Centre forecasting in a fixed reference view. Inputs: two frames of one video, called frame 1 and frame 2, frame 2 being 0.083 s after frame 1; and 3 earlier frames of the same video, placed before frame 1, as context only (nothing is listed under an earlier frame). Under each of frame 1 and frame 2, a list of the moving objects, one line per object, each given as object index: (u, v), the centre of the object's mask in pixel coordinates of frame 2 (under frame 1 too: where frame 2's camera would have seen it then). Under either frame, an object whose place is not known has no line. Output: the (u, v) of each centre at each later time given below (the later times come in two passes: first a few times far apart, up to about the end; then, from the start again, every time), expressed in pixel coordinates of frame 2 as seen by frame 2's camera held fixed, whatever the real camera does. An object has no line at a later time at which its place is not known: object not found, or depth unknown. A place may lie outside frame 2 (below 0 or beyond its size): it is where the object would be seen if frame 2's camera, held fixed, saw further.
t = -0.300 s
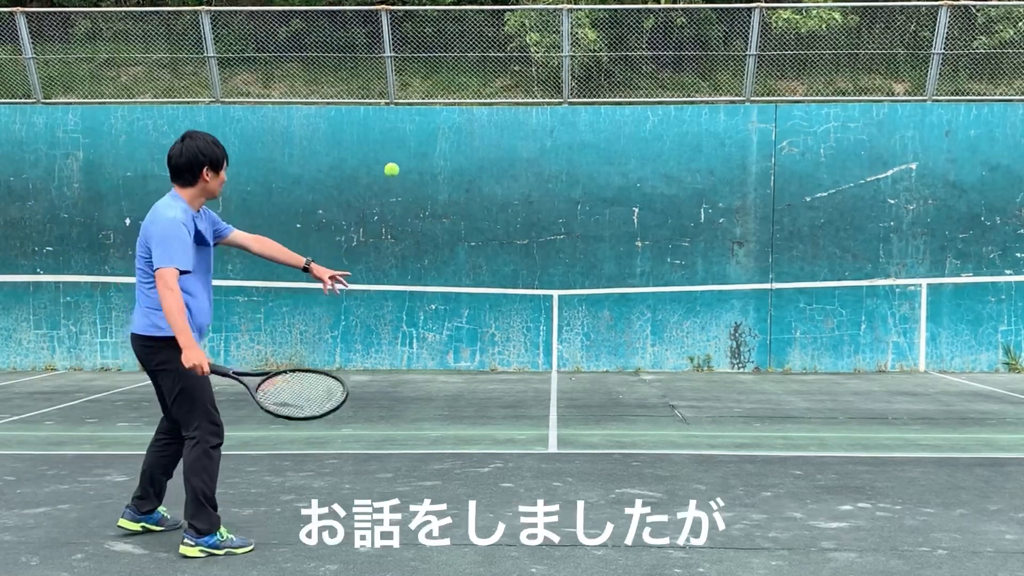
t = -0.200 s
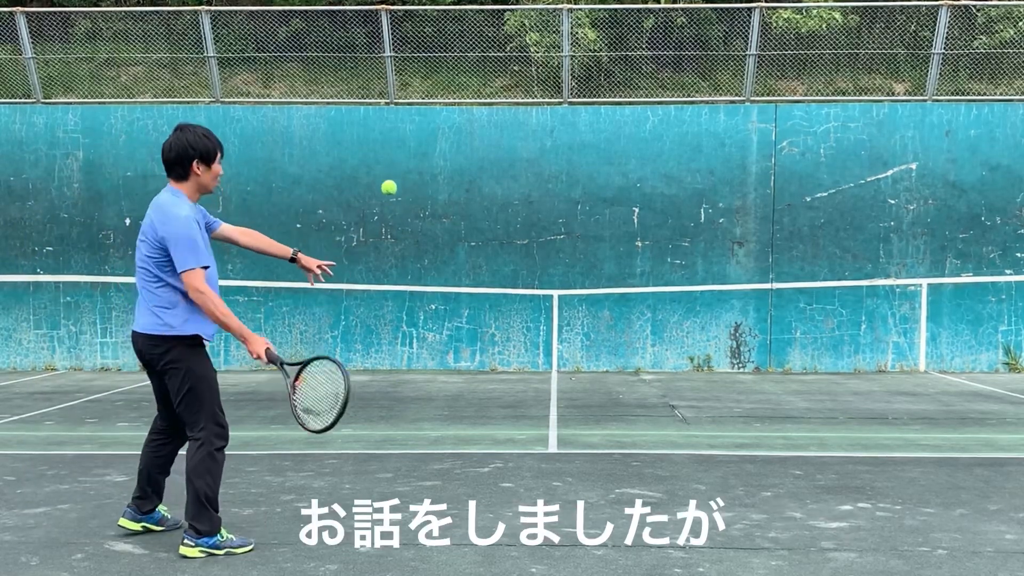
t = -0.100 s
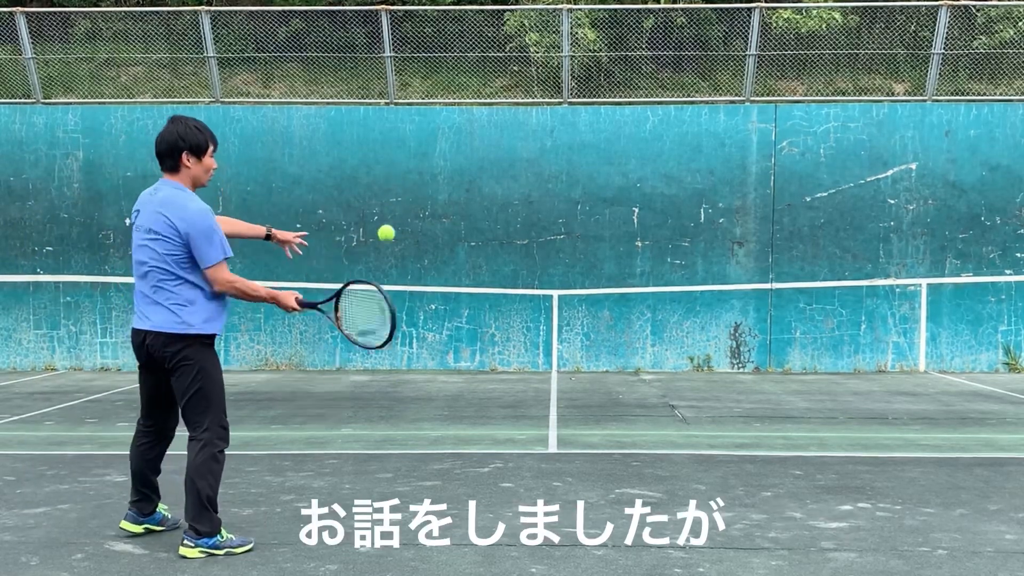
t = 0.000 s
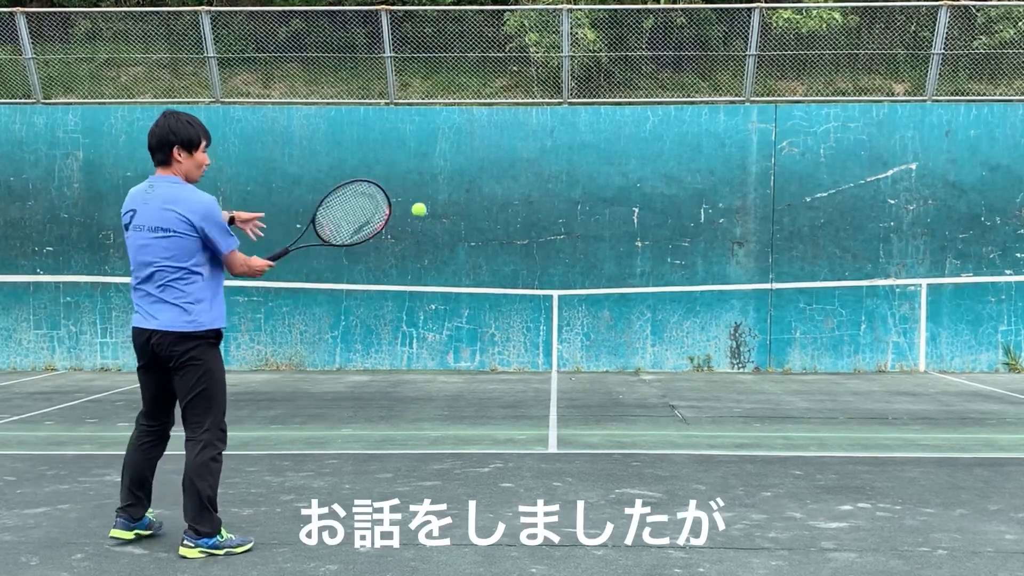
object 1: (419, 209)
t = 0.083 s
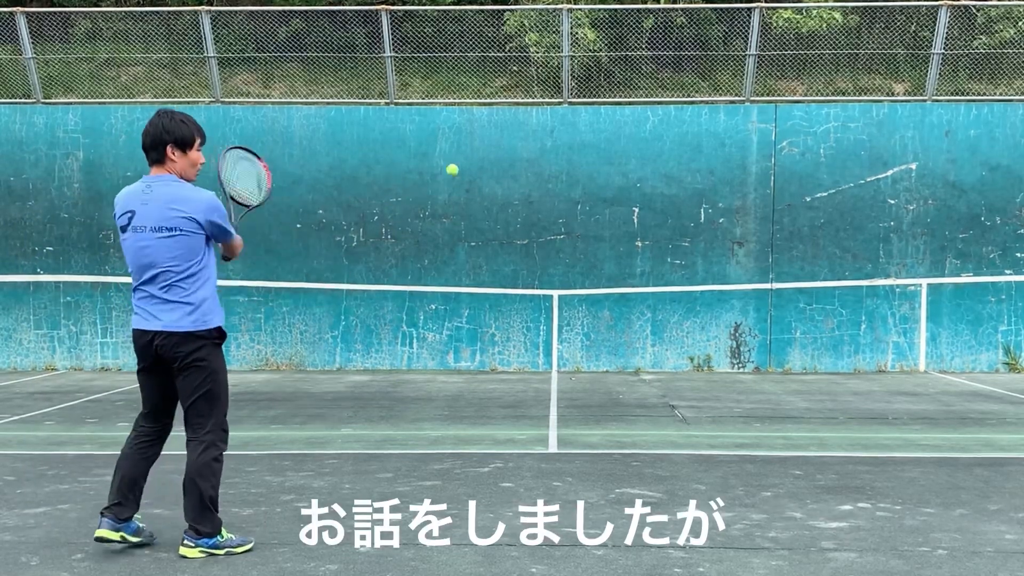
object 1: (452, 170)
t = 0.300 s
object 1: (500, 151)
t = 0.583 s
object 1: (521, 173)
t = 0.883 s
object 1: (515, 227)
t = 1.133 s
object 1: (509, 403)
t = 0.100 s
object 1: (457, 165)
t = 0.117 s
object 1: (462, 161)
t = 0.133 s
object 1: (466, 158)
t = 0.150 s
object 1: (471, 155)
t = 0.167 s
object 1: (475, 153)
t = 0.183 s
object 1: (479, 151)
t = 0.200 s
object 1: (482, 150)
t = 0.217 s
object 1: (486, 150)
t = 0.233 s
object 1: (489, 149)
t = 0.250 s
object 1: (492, 150)
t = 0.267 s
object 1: (495, 150)
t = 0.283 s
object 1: (497, 151)
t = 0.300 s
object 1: (500, 151)
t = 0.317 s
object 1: (502, 153)
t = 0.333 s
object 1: (505, 154)
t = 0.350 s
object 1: (507, 156)
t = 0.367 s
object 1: (509, 158)
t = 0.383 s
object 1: (512, 160)
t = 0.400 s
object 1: (514, 162)
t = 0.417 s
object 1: (516, 165)
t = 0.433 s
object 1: (518, 167)
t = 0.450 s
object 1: (519, 170)
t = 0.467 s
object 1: (521, 173)
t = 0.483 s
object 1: (523, 177)
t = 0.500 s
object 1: (523, 176)
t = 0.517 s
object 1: (523, 175)
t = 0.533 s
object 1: (522, 174)
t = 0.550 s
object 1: (522, 174)
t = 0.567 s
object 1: (522, 173)
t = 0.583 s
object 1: (521, 173)
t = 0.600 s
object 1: (521, 173)
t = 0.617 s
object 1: (521, 174)
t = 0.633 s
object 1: (520, 174)
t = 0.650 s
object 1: (520, 175)
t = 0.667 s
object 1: (520, 176)
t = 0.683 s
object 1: (519, 178)
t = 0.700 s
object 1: (519, 180)
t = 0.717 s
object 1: (518, 182)
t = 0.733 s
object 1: (518, 185)
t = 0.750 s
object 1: (518, 188)
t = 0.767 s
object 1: (517, 192)
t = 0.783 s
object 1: (517, 195)
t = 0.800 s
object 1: (517, 200)
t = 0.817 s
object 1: (516, 204)
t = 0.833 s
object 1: (516, 209)
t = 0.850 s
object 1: (516, 215)
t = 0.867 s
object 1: (515, 221)
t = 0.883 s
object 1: (515, 227)
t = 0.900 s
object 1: (514, 235)
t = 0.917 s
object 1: (514, 242)
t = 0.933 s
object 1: (514, 250)
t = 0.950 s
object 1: (513, 259)
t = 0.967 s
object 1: (513, 268)
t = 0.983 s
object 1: (512, 278)
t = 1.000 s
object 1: (512, 289)
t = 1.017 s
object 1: (512, 301)
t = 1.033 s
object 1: (511, 313)
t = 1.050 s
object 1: (511, 325)
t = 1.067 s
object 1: (510, 339)
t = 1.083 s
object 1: (511, 354)
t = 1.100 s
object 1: (510, 370)
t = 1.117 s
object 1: (510, 386)
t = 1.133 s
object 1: (509, 403)
